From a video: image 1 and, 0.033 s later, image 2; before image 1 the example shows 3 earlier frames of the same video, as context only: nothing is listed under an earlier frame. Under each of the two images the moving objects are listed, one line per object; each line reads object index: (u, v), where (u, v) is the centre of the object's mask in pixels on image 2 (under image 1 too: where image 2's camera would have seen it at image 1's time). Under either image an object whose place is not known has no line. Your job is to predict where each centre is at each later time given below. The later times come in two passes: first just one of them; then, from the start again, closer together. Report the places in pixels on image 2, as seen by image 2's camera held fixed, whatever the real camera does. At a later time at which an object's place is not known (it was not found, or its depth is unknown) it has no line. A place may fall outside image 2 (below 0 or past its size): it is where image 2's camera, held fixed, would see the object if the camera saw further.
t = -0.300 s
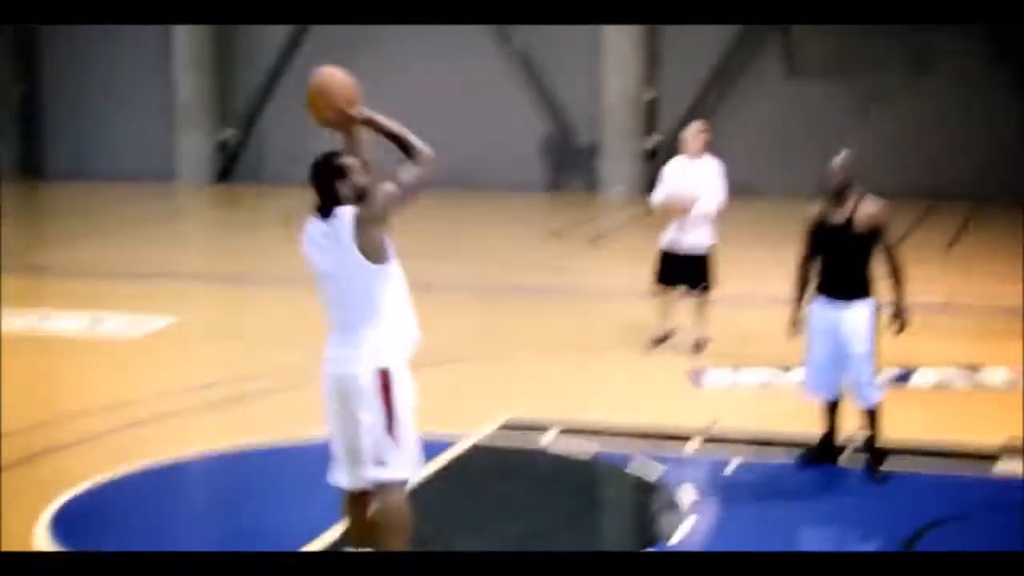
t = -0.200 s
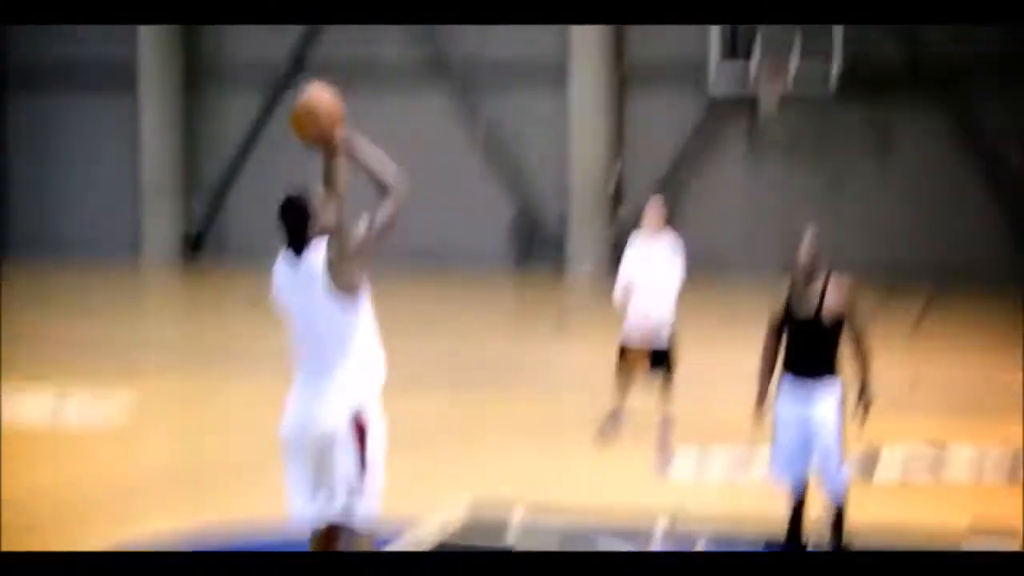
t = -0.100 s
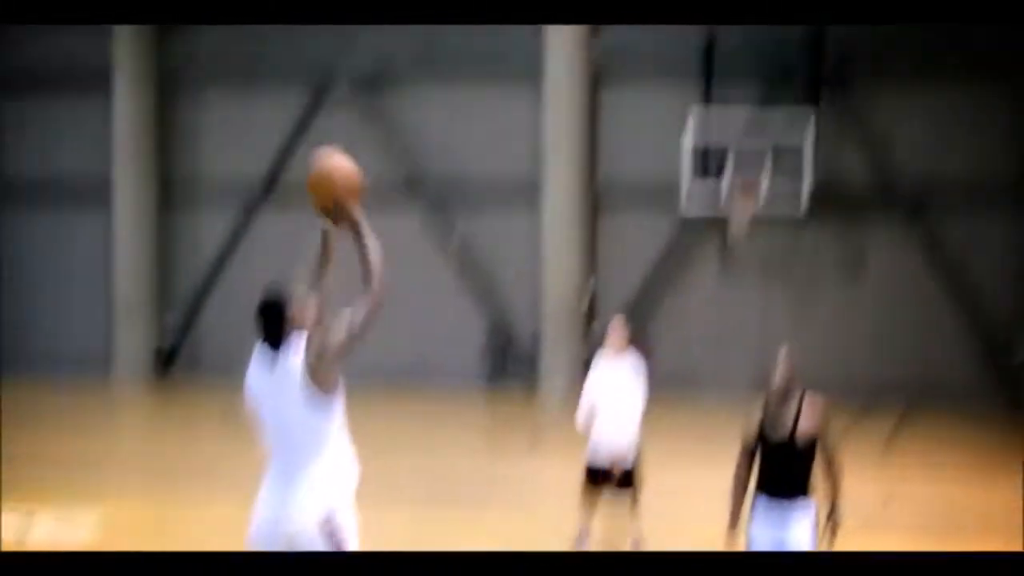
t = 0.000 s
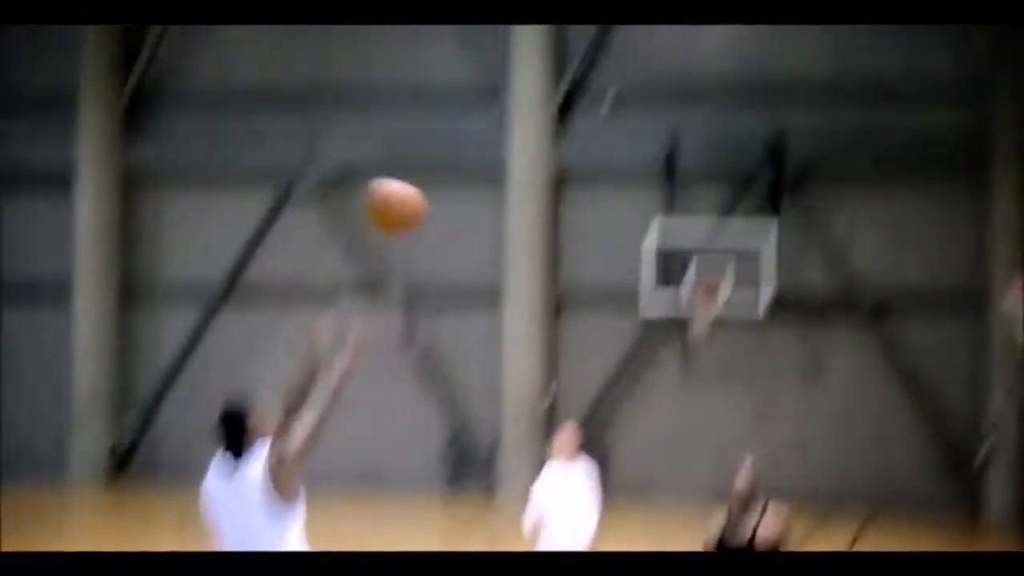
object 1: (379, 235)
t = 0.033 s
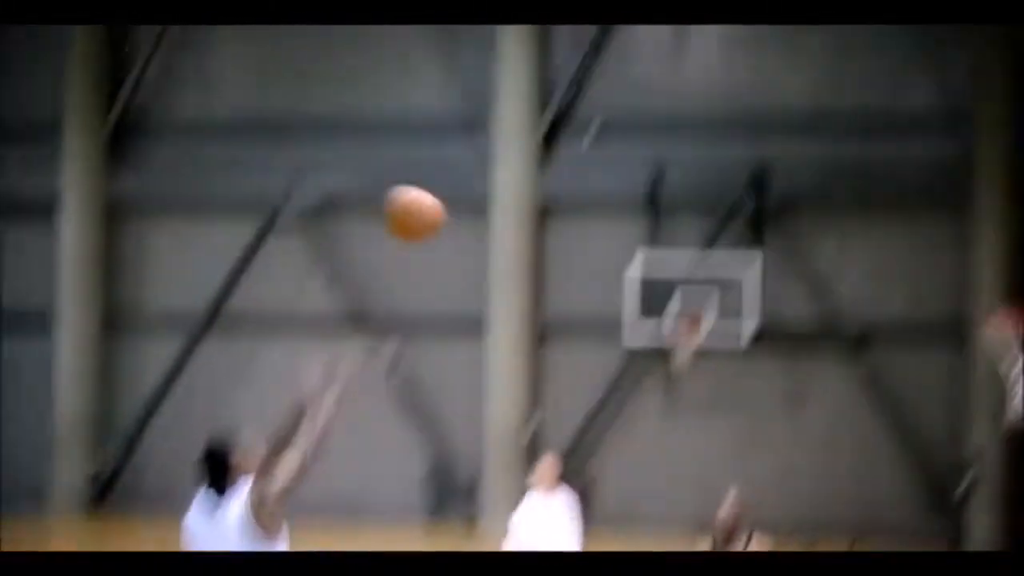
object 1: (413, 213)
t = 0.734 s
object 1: (1037, 309)
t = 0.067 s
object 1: (448, 194)
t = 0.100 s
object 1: (481, 179)
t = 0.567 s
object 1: (901, 208)
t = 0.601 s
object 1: (930, 224)
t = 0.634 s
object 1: (956, 246)
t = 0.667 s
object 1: (983, 270)
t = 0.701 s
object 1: (1010, 294)
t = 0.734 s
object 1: (1037, 309)
